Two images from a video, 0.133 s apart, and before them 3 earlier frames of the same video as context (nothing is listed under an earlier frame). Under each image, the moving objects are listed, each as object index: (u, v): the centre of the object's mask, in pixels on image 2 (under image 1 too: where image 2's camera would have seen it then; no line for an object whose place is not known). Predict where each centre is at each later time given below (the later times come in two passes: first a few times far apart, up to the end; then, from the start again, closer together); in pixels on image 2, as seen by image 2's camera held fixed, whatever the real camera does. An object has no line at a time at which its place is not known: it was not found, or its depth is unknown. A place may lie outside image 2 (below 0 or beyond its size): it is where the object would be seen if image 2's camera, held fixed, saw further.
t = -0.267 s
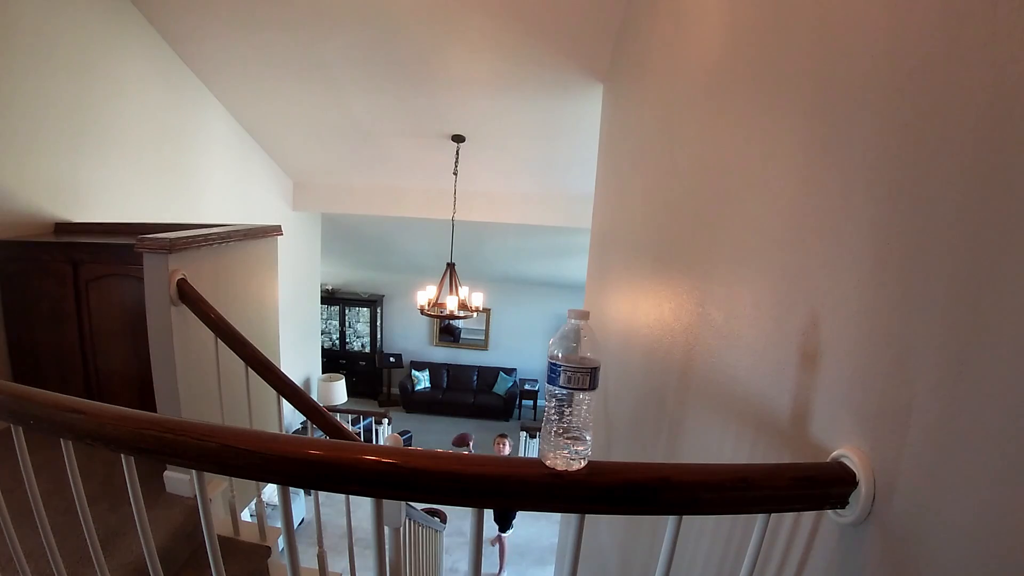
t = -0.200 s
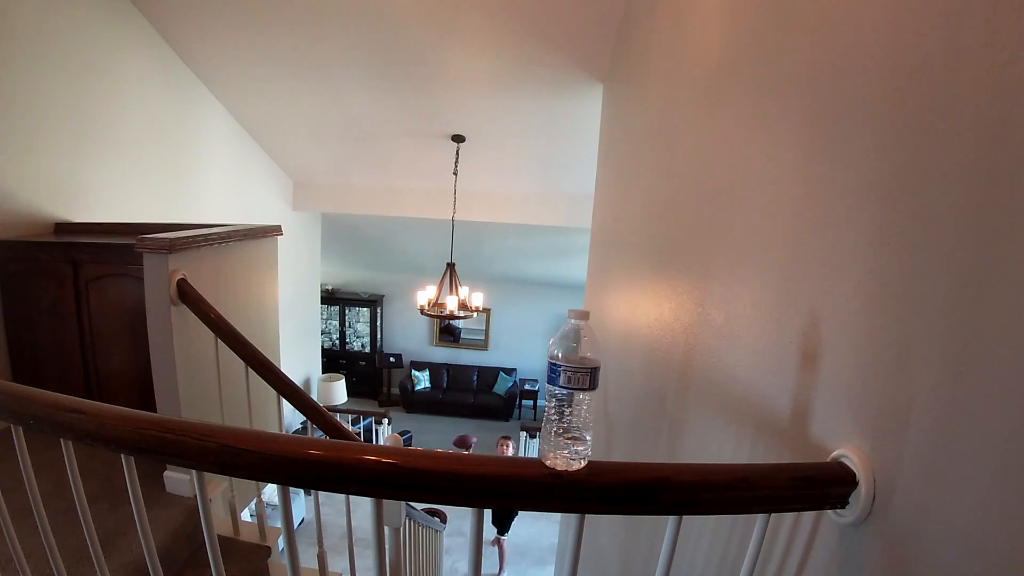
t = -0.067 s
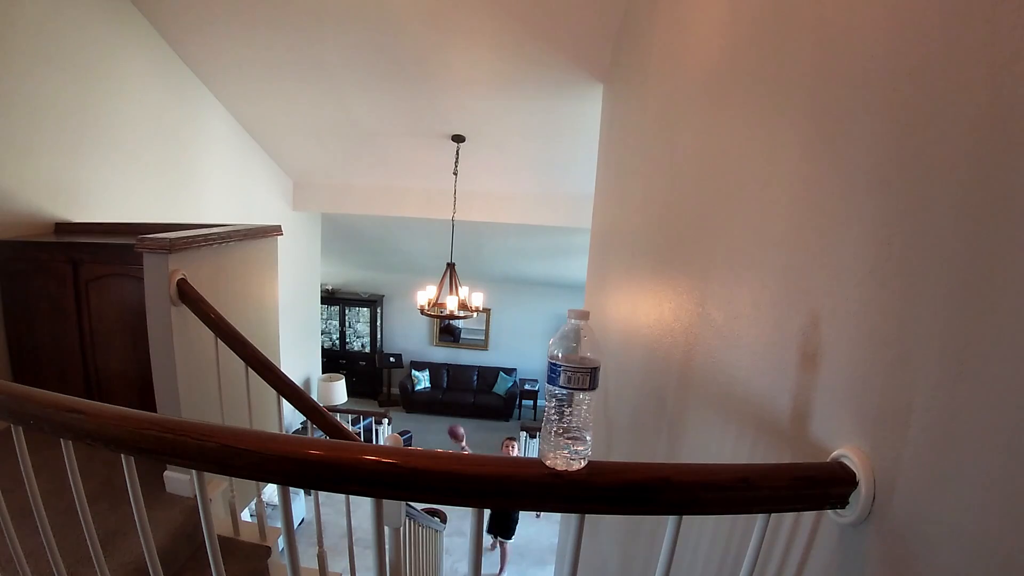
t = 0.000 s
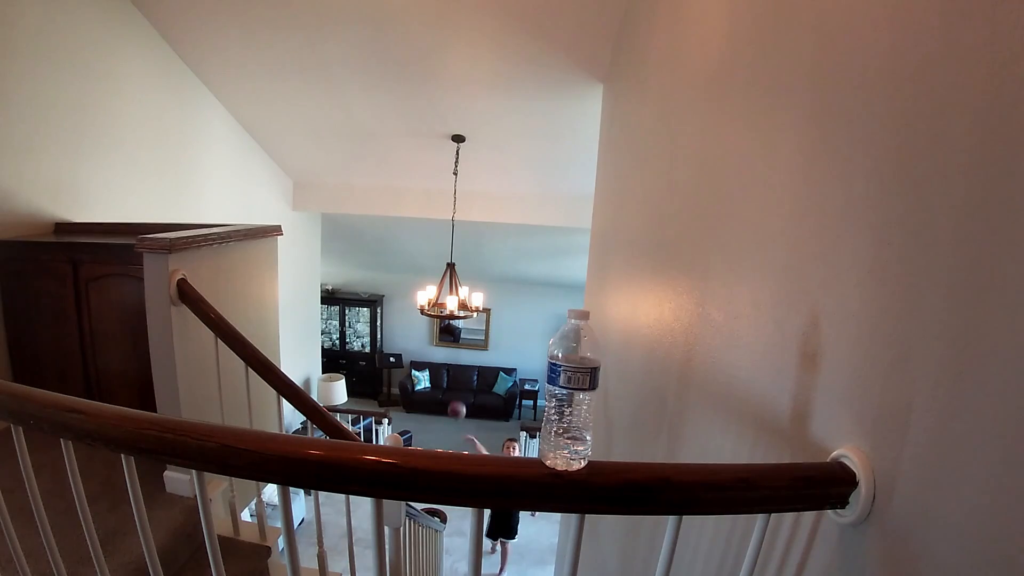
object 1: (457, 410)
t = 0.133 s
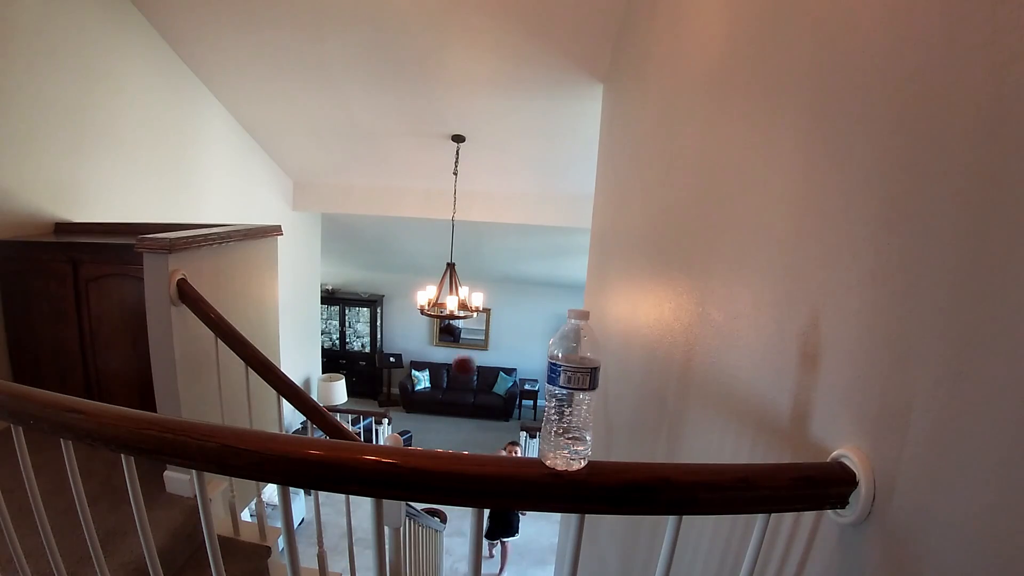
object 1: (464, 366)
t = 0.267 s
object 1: (472, 324)
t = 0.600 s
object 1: (522, 341)
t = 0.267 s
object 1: (472, 324)
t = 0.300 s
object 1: (475, 316)
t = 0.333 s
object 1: (478, 307)
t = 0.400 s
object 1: (486, 294)
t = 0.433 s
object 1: (489, 290)
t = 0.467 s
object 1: (494, 288)
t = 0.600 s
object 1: (522, 341)
